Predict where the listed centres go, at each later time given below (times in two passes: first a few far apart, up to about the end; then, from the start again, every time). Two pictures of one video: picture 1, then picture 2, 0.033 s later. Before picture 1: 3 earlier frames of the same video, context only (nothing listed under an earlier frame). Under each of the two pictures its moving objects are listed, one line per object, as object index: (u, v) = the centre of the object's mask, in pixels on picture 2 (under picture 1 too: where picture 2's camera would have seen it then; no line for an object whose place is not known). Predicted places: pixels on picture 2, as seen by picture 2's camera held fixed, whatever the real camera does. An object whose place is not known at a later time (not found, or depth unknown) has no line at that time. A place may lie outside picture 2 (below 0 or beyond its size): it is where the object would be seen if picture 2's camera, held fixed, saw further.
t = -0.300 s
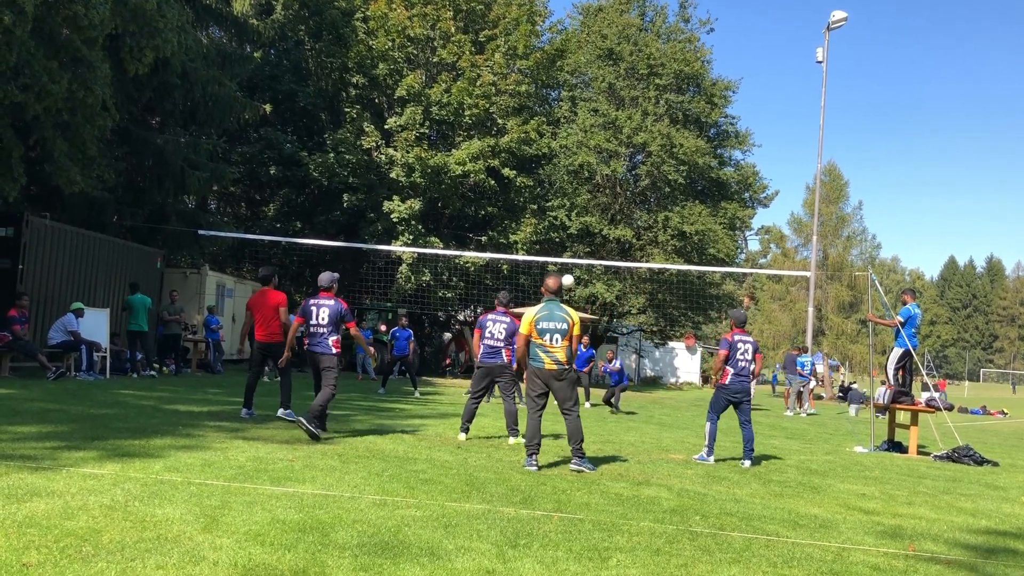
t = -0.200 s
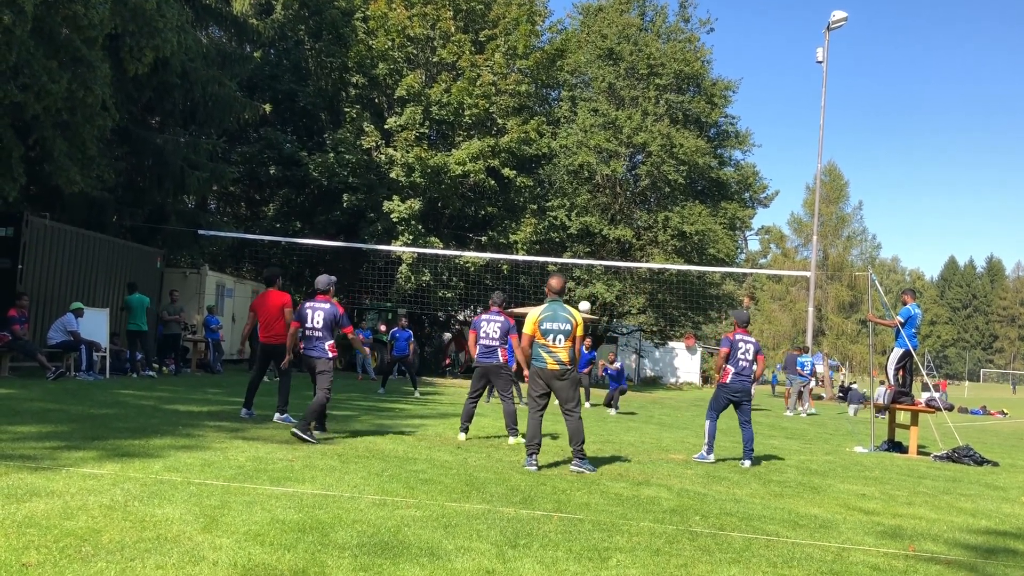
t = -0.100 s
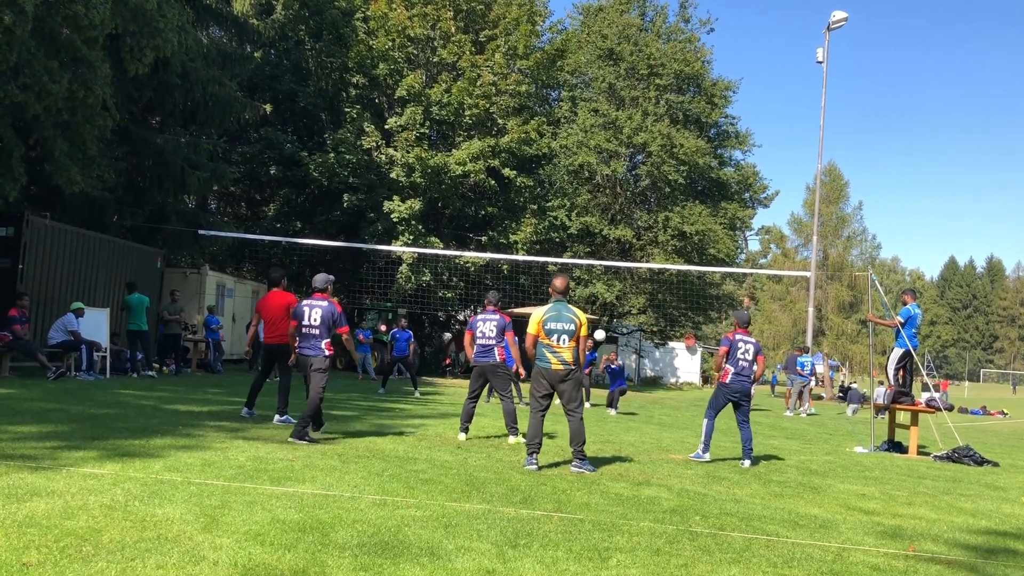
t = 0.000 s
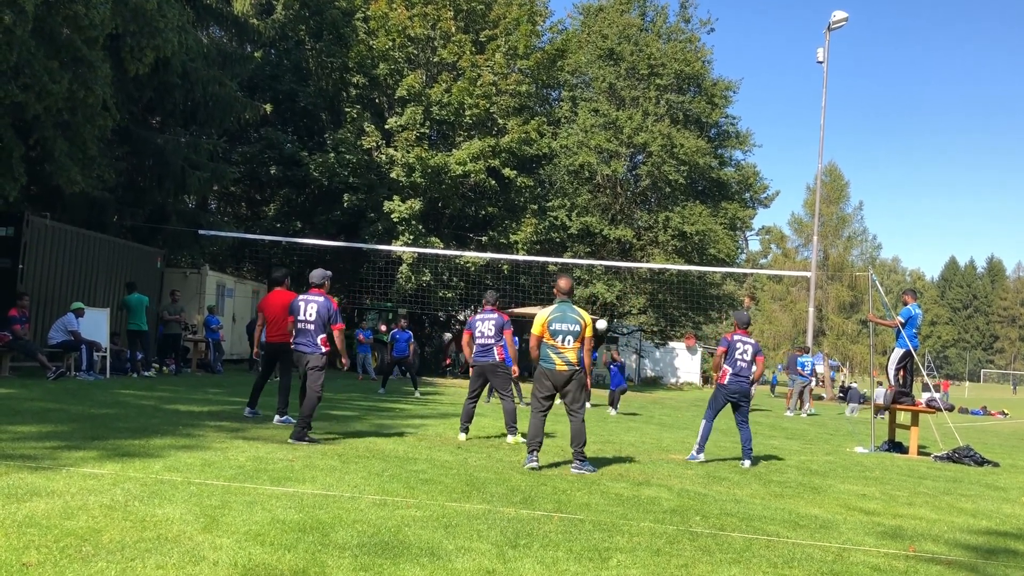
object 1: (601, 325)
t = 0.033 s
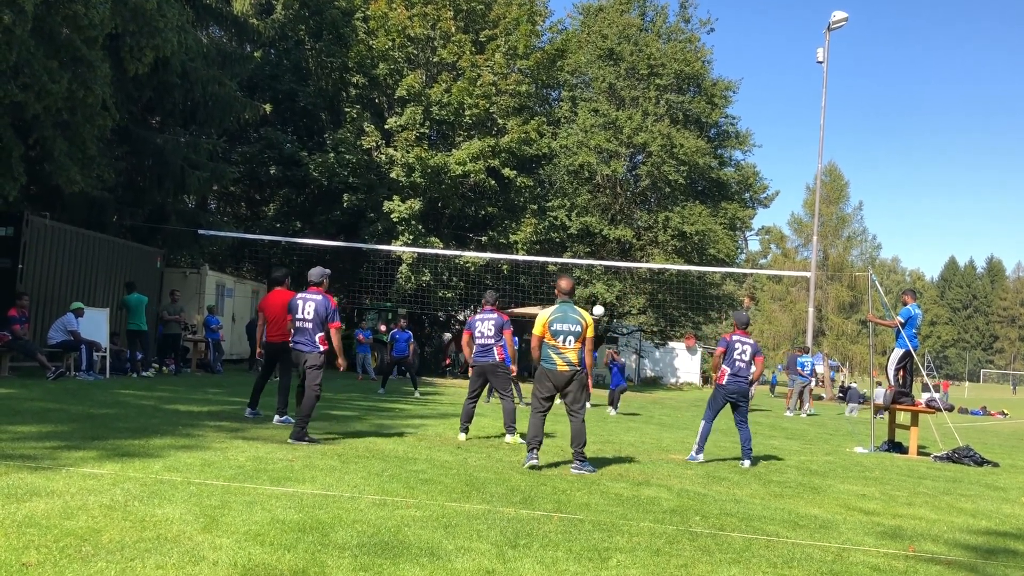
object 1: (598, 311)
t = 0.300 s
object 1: (574, 213)
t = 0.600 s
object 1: (545, 139)
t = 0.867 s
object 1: (512, 112)
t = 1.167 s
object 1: (464, 140)
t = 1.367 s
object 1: (425, 205)
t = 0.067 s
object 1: (595, 297)
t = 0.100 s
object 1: (592, 284)
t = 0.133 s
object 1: (589, 271)
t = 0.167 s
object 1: (586, 256)
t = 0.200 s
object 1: (583, 246)
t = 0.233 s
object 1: (580, 235)
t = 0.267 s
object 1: (578, 224)
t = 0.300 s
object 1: (574, 213)
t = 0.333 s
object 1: (571, 203)
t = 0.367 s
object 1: (568, 193)
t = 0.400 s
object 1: (565, 183)
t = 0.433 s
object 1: (562, 175)
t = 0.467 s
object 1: (558, 167)
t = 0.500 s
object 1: (555, 159)
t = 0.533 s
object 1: (551, 152)
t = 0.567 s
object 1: (547, 145)
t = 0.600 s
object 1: (545, 139)
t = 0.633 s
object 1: (540, 133)
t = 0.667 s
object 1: (537, 128)
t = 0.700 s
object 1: (533, 124)
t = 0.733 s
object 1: (529, 120)
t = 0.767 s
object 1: (525, 117)
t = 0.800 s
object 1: (520, 115)
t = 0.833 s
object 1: (516, 113)
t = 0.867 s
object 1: (512, 112)
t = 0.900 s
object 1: (507, 112)
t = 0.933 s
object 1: (502, 112)
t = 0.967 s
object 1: (497, 114)
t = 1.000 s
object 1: (492, 117)
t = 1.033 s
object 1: (487, 120)
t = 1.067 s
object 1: (482, 124)
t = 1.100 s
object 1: (476, 128)
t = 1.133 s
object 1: (470, 134)
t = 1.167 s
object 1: (464, 140)
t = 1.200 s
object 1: (458, 148)
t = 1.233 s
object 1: (452, 158)
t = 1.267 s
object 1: (445, 168)
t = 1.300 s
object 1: (439, 179)
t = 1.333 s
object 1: (432, 191)
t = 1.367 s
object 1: (425, 205)
